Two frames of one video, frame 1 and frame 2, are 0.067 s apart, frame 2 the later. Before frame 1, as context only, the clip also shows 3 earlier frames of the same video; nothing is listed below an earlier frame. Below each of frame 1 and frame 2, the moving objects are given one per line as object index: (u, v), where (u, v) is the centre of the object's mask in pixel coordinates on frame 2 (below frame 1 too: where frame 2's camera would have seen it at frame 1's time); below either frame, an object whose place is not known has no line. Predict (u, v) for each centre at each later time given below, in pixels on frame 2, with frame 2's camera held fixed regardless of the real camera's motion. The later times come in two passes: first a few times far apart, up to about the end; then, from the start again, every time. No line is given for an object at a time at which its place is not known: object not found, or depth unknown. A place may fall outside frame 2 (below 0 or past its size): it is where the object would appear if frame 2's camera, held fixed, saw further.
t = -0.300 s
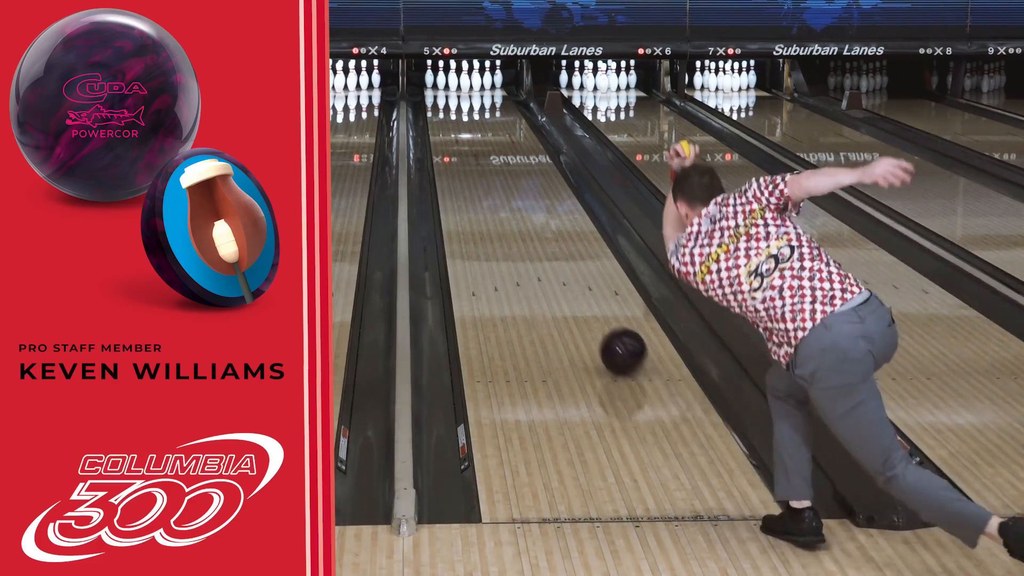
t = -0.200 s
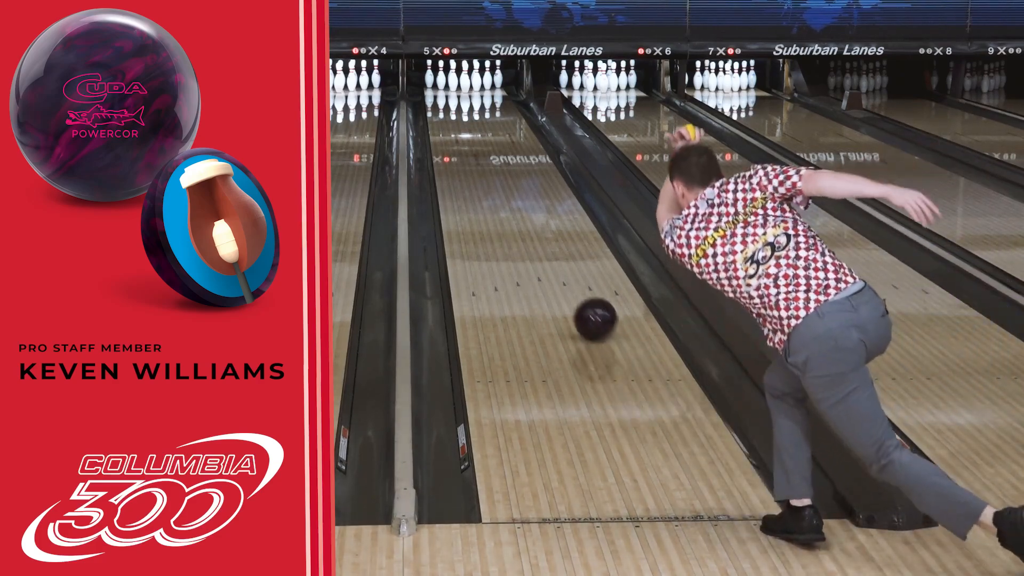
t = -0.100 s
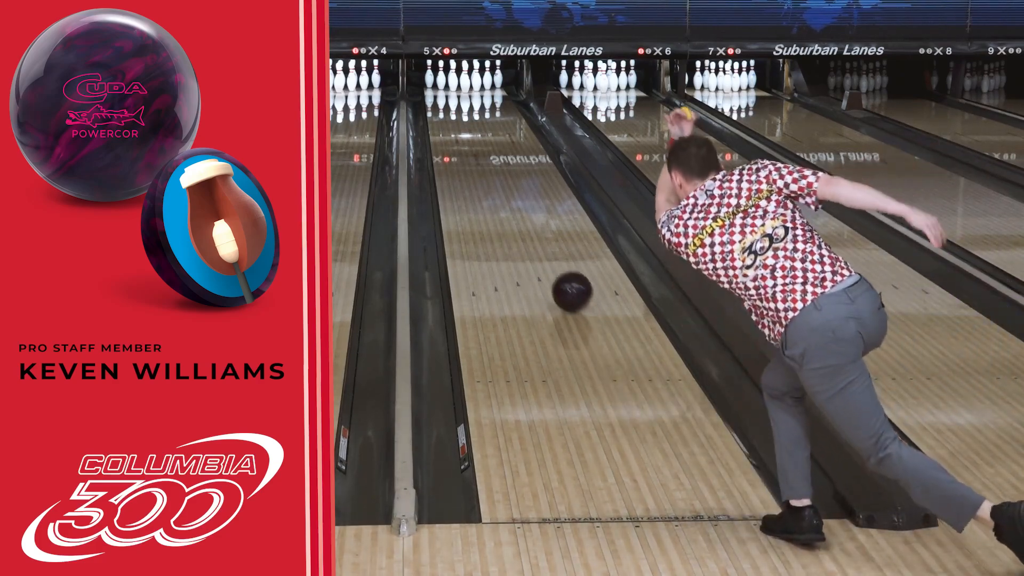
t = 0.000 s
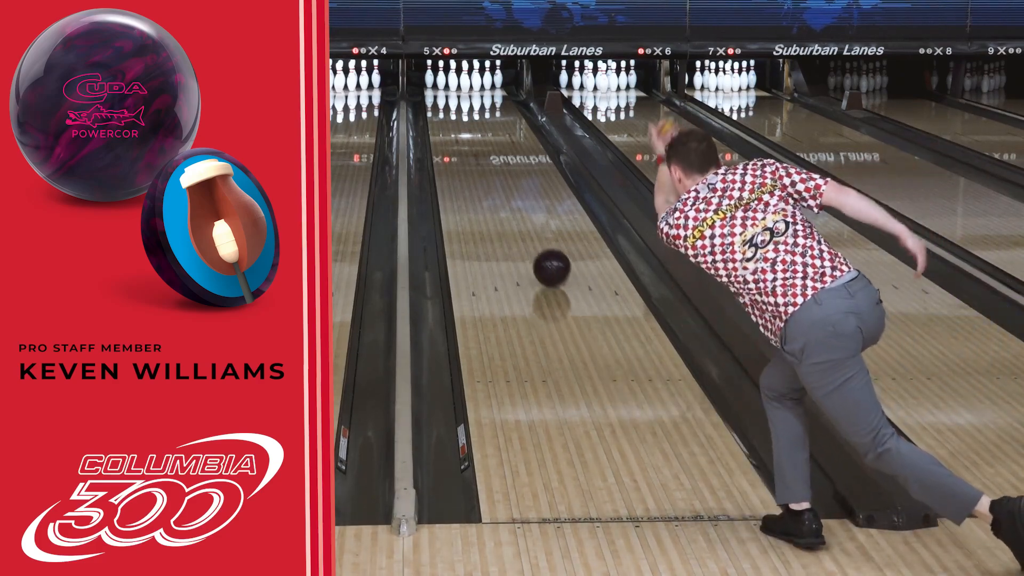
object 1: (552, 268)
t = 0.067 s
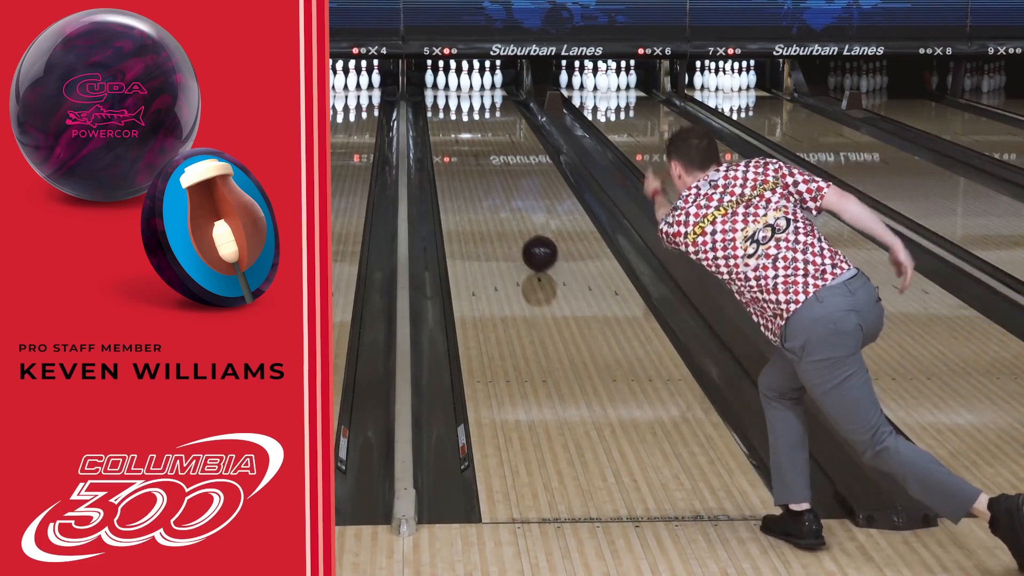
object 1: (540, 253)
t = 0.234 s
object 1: (514, 223)
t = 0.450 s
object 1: (489, 190)
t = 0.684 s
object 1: (467, 164)
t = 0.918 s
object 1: (451, 141)
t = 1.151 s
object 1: (441, 124)
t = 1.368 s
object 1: (438, 110)
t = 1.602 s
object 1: (445, 98)
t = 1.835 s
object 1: (455, 89)
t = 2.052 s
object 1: (458, 83)
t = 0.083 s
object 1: (537, 250)
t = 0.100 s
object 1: (534, 247)
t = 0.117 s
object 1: (532, 244)
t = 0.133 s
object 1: (529, 240)
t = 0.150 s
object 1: (527, 237)
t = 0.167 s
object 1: (524, 234)
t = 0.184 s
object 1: (521, 231)
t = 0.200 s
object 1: (519, 229)
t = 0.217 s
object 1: (517, 226)
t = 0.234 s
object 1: (514, 223)
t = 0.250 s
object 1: (512, 220)
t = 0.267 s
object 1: (510, 217)
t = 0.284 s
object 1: (508, 215)
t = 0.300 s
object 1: (506, 212)
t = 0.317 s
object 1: (504, 209)
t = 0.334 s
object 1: (502, 207)
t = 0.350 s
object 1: (500, 204)
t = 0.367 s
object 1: (498, 202)
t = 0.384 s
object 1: (496, 199)
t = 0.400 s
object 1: (494, 197)
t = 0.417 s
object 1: (492, 195)
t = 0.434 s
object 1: (490, 193)
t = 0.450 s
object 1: (489, 190)
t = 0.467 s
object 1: (487, 188)
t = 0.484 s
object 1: (485, 186)
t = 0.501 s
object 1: (484, 184)
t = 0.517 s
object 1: (482, 182)
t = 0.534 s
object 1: (480, 180)
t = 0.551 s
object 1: (479, 178)
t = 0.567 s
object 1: (477, 176)
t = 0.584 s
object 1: (476, 175)
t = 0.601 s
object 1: (474, 173)
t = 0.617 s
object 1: (473, 171)
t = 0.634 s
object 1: (471, 169)
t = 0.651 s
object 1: (470, 167)
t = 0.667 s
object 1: (469, 165)
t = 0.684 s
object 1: (467, 164)
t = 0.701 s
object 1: (466, 162)
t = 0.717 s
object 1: (465, 160)
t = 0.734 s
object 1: (463, 158)
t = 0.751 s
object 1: (462, 157)
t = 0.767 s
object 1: (461, 155)
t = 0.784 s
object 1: (460, 153)
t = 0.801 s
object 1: (459, 152)
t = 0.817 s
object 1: (458, 150)
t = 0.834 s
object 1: (457, 148)
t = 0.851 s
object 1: (455, 147)
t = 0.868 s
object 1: (454, 146)
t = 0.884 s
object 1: (453, 145)
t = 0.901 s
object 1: (452, 143)
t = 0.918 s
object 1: (451, 141)
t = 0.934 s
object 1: (451, 140)
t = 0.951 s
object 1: (449, 139)
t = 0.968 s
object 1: (449, 138)
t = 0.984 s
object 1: (448, 136)
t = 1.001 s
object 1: (447, 135)
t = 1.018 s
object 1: (446, 133)
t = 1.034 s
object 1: (445, 132)
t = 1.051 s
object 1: (445, 131)
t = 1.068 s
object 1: (444, 130)
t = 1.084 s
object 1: (443, 129)
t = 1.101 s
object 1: (443, 127)
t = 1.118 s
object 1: (442, 126)
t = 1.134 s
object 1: (442, 125)
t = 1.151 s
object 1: (441, 124)
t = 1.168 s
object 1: (440, 123)
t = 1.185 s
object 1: (440, 122)
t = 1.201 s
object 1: (439, 120)
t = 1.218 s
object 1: (439, 120)
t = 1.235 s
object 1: (439, 118)
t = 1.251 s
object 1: (438, 118)
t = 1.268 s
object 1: (438, 117)
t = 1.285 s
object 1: (438, 115)
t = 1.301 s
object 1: (438, 114)
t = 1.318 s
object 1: (438, 113)
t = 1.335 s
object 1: (438, 112)
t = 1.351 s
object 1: (438, 111)
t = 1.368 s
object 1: (438, 110)
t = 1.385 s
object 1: (438, 109)
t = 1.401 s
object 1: (438, 108)
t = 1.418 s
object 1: (439, 108)
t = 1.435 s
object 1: (439, 106)
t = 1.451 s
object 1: (439, 106)
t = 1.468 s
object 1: (439, 105)
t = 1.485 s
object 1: (440, 104)
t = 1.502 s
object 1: (440, 104)
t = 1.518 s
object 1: (441, 103)
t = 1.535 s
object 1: (442, 102)
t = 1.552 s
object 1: (442, 101)
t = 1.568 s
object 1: (443, 100)
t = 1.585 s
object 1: (444, 99)
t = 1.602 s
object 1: (445, 98)
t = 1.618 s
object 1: (445, 98)
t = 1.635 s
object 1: (446, 97)
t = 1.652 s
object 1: (447, 97)
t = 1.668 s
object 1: (448, 96)
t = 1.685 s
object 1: (448, 95)
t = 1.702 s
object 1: (449, 94)
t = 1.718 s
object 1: (450, 94)
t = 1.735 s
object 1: (451, 93)
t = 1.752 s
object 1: (452, 92)
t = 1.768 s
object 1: (452, 92)
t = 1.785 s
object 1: (453, 91)
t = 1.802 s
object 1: (453, 90)
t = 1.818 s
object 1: (454, 90)
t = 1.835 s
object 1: (455, 89)
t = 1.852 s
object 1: (455, 88)
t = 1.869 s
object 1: (456, 88)
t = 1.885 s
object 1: (457, 87)
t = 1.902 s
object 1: (457, 87)
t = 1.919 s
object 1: (458, 86)
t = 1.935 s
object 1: (458, 85)
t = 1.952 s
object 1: (458, 85)
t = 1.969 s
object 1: (458, 85)
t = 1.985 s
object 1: (457, 84)
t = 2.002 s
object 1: (458, 84)
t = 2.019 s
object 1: (458, 83)
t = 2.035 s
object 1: (458, 83)
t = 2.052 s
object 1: (458, 83)
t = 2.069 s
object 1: (458, 82)
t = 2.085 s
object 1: (458, 82)
